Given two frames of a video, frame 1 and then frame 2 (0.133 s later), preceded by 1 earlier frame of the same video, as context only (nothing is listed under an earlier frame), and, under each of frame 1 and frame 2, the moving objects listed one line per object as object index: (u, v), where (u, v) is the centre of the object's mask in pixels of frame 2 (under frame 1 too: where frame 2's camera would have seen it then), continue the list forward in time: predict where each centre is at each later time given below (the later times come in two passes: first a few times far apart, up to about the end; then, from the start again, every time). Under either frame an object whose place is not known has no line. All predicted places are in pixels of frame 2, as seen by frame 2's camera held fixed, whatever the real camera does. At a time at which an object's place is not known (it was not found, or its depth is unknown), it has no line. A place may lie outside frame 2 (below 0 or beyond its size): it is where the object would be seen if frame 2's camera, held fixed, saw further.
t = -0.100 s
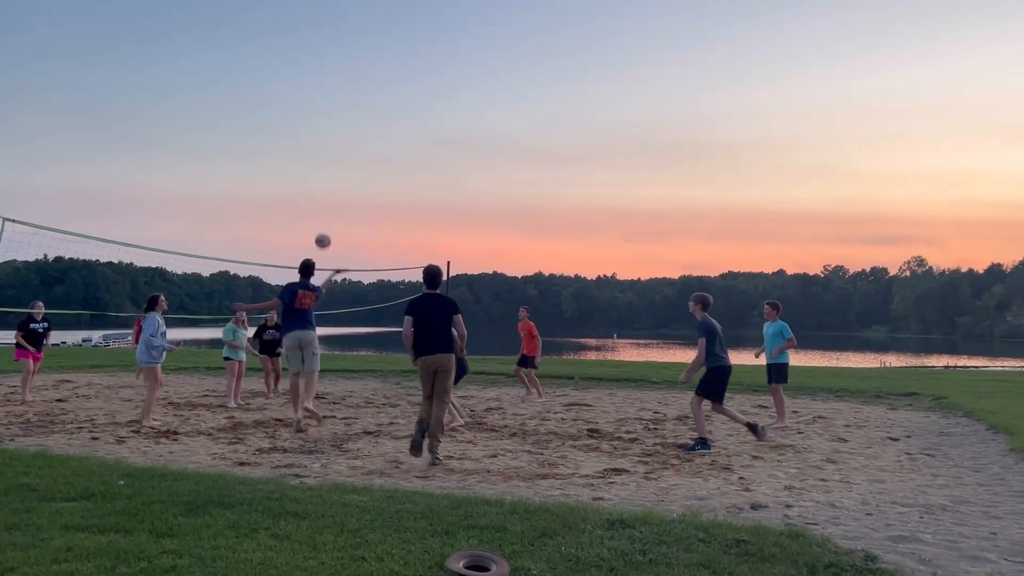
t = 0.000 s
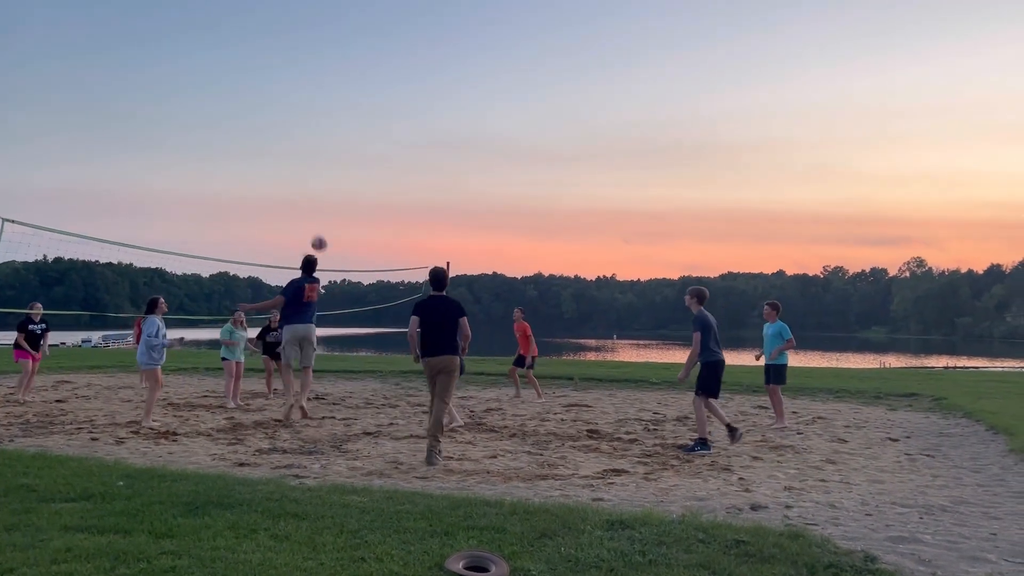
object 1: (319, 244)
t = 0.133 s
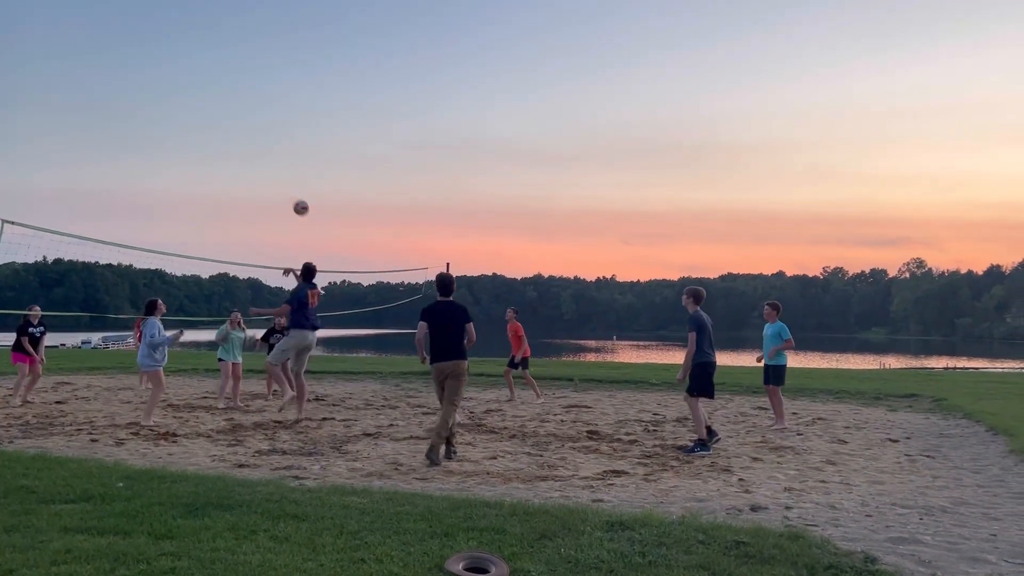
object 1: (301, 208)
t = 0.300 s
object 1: (280, 181)
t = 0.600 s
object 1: (248, 180)
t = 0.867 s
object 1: (222, 223)
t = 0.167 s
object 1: (296, 200)
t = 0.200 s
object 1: (292, 194)
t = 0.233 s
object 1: (288, 189)
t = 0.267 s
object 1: (284, 184)
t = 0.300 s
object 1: (280, 181)
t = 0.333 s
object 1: (276, 178)
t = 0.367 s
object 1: (273, 176)
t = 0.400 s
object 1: (269, 174)
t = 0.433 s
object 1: (265, 173)
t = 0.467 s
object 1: (262, 173)
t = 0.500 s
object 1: (258, 174)
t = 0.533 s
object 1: (255, 175)
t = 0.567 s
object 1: (251, 177)
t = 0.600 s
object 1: (248, 180)
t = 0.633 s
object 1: (245, 183)
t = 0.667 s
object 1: (241, 187)
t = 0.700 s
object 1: (238, 192)
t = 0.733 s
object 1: (235, 197)
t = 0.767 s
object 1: (232, 202)
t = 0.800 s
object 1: (228, 209)
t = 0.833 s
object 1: (225, 216)
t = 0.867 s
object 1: (222, 223)
